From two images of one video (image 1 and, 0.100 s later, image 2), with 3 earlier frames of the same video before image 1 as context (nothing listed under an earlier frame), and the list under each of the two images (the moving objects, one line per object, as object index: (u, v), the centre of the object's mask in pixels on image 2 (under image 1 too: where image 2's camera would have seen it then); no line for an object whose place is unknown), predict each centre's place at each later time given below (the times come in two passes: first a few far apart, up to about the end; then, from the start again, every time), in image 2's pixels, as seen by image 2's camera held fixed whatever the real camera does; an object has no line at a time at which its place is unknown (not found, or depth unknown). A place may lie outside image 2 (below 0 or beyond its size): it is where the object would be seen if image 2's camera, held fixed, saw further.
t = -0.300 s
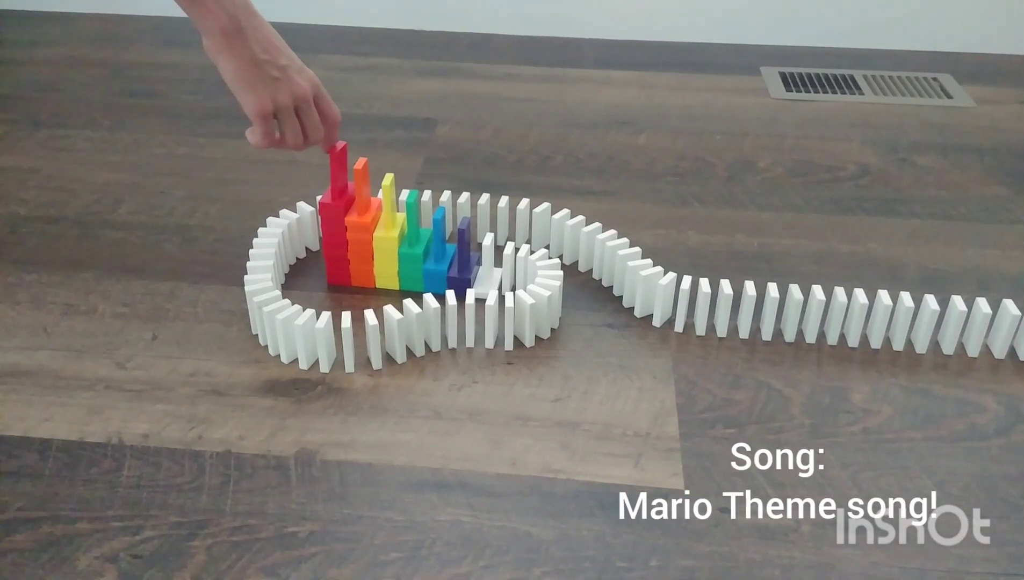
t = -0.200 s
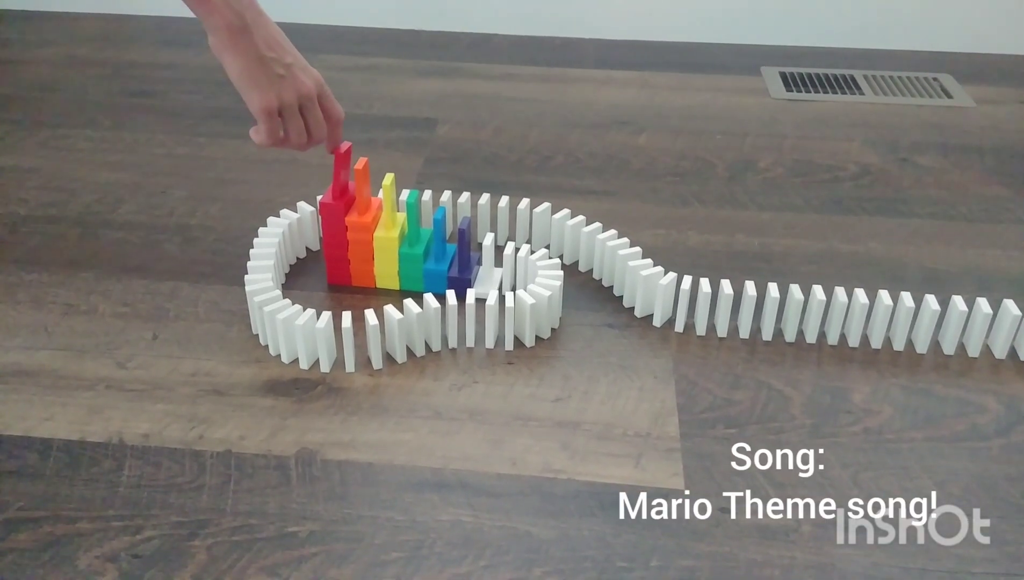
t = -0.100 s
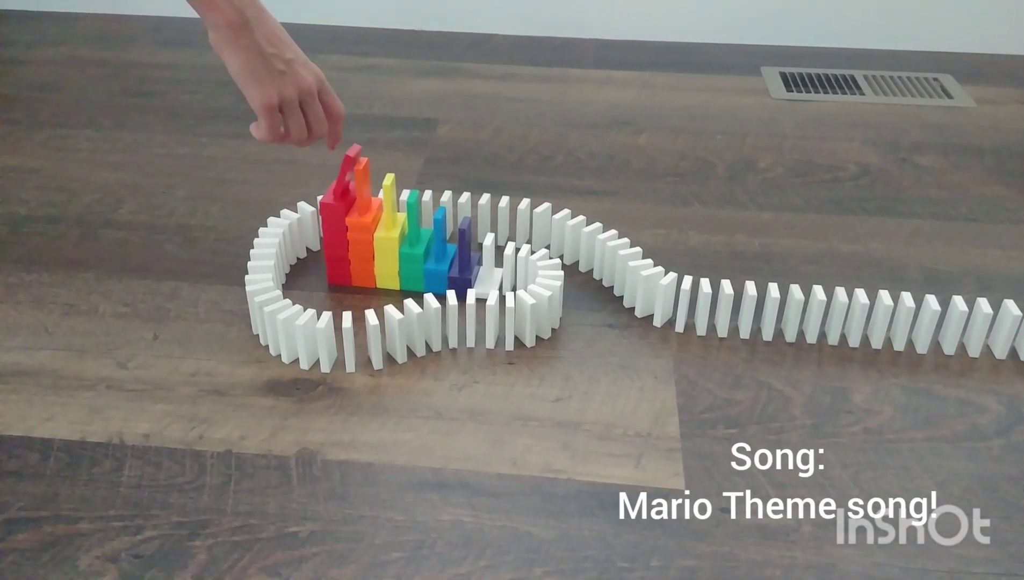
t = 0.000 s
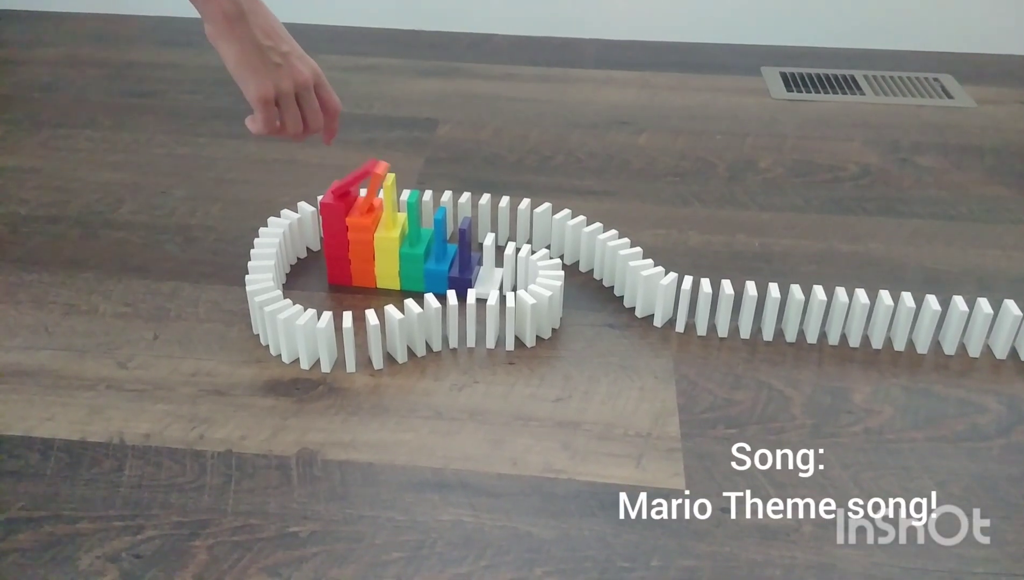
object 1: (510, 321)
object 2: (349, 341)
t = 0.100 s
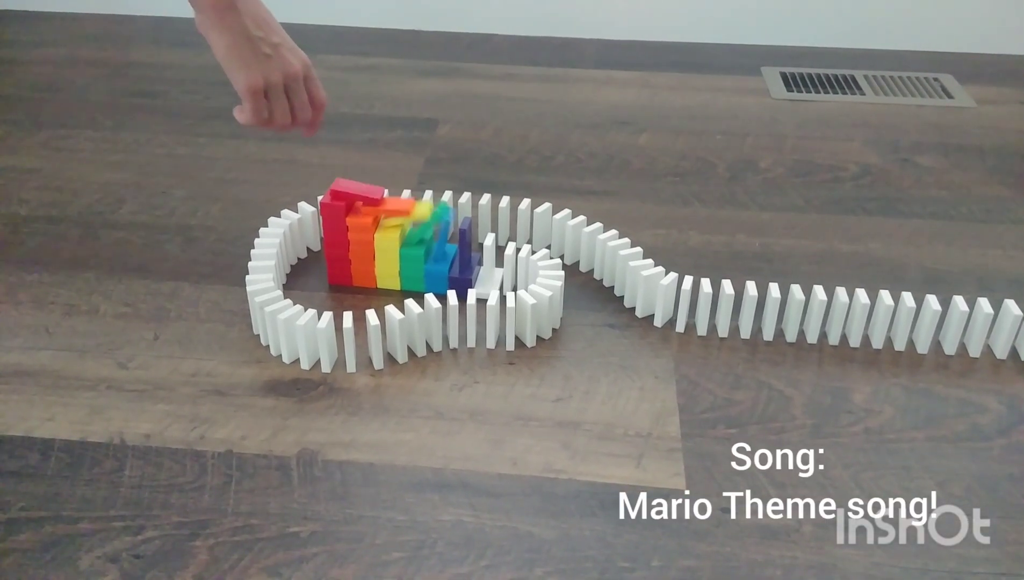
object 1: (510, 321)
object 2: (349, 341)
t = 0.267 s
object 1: (510, 321)
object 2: (349, 341)
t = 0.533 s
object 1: (513, 359)
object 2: (345, 348)
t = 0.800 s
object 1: (519, 363)
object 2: (342, 358)
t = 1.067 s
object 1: (519, 363)
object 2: (341, 358)
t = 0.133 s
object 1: (510, 321)
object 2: (349, 341)
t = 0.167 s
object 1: (510, 321)
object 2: (349, 341)
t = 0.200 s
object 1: (510, 321)
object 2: (349, 341)
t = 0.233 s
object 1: (510, 321)
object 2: (349, 341)
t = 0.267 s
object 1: (510, 321)
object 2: (349, 341)
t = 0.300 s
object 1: (509, 321)
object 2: (349, 341)
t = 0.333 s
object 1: (506, 321)
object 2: (349, 341)
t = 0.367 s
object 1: (498, 326)
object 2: (349, 341)
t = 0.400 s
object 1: (499, 330)
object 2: (349, 341)
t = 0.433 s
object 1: (489, 327)
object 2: (349, 341)
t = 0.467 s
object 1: (496, 334)
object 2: (349, 341)
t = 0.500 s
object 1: (507, 349)
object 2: (344, 338)
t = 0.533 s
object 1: (513, 359)
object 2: (345, 348)
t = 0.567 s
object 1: (518, 362)
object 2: (351, 350)
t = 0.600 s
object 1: (519, 363)
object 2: (345, 353)
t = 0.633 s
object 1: (519, 363)
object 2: (342, 357)
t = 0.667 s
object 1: (519, 363)
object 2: (341, 358)
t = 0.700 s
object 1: (519, 363)
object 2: (341, 358)
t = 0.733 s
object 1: (519, 363)
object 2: (342, 358)
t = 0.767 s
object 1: (519, 363)
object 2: (342, 358)
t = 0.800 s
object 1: (519, 363)
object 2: (342, 358)
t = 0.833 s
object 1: (519, 363)
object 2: (342, 358)
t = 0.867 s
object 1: (519, 363)
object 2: (342, 358)
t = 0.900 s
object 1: (519, 363)
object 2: (342, 358)
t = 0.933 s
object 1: (519, 363)
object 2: (342, 358)
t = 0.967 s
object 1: (519, 363)
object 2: (342, 358)
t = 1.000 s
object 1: (519, 363)
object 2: (342, 358)
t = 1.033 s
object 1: (519, 363)
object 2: (342, 358)
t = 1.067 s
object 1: (519, 363)
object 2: (341, 358)
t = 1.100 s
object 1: (519, 363)
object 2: (341, 358)
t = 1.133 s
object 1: (519, 363)
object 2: (344, 358)
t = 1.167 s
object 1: (519, 363)
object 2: (341, 358)
